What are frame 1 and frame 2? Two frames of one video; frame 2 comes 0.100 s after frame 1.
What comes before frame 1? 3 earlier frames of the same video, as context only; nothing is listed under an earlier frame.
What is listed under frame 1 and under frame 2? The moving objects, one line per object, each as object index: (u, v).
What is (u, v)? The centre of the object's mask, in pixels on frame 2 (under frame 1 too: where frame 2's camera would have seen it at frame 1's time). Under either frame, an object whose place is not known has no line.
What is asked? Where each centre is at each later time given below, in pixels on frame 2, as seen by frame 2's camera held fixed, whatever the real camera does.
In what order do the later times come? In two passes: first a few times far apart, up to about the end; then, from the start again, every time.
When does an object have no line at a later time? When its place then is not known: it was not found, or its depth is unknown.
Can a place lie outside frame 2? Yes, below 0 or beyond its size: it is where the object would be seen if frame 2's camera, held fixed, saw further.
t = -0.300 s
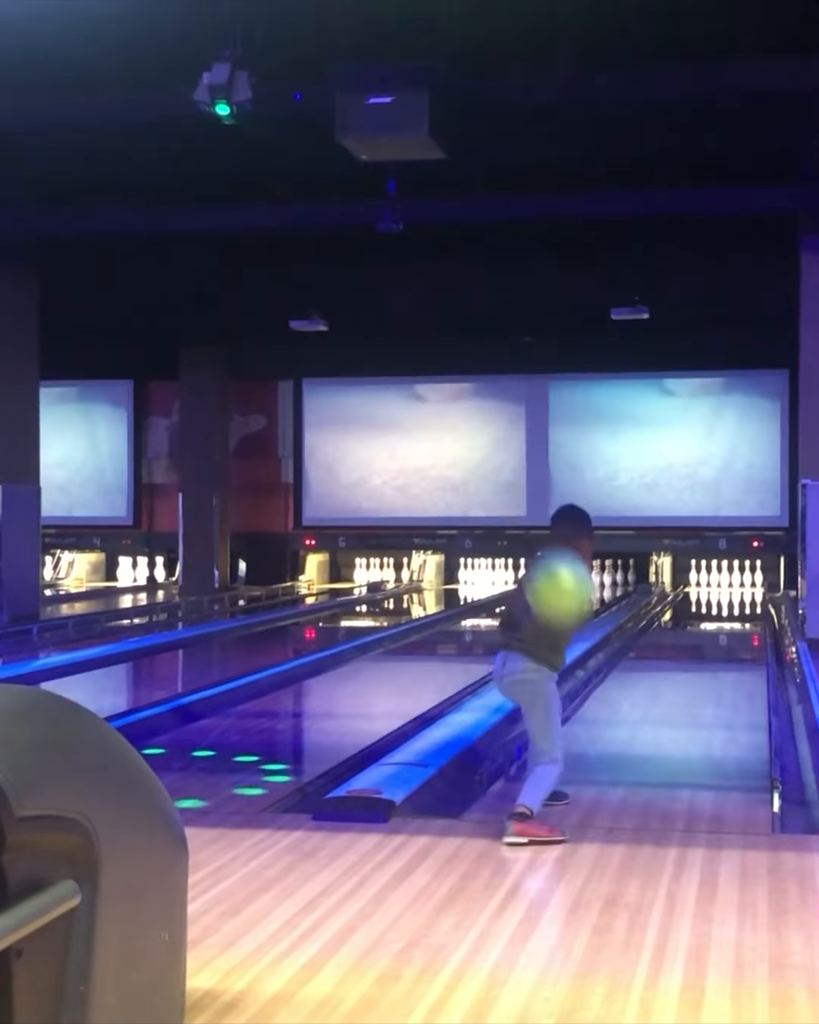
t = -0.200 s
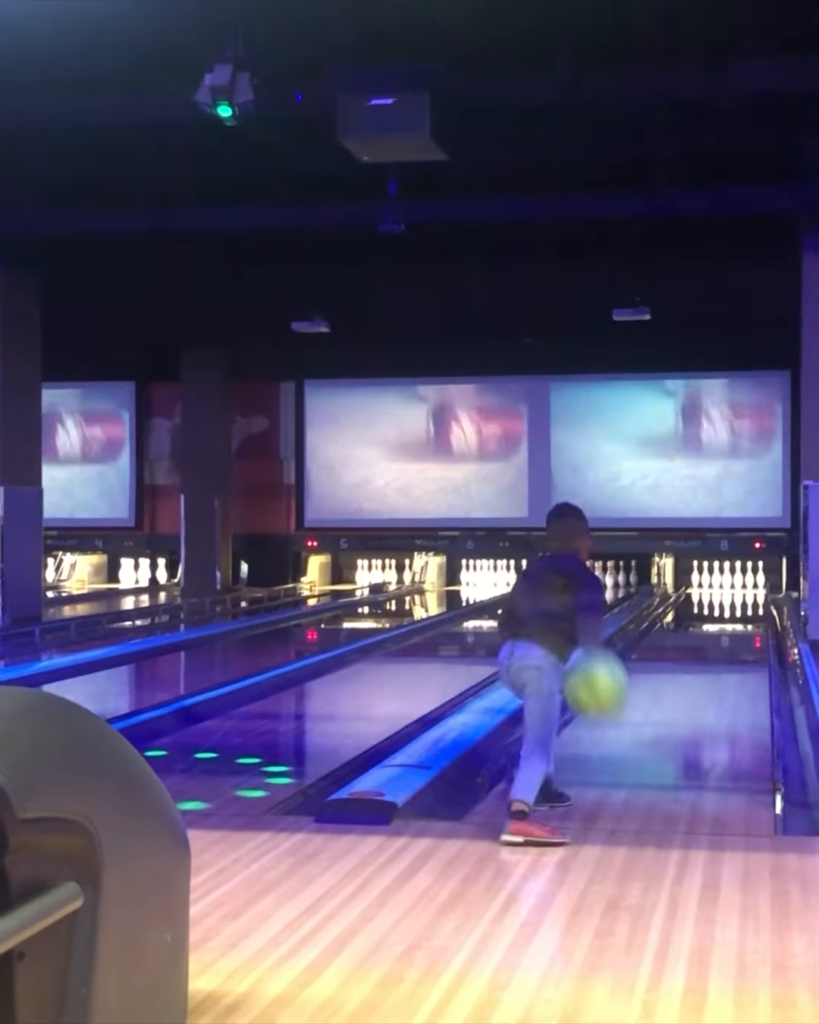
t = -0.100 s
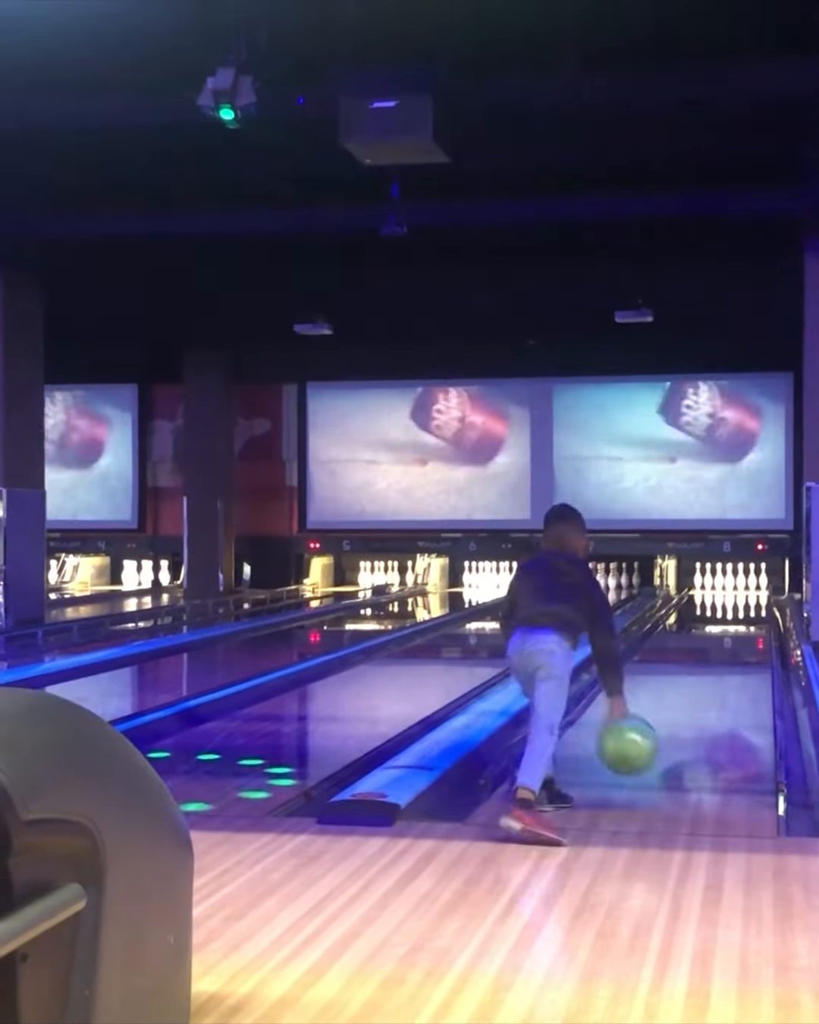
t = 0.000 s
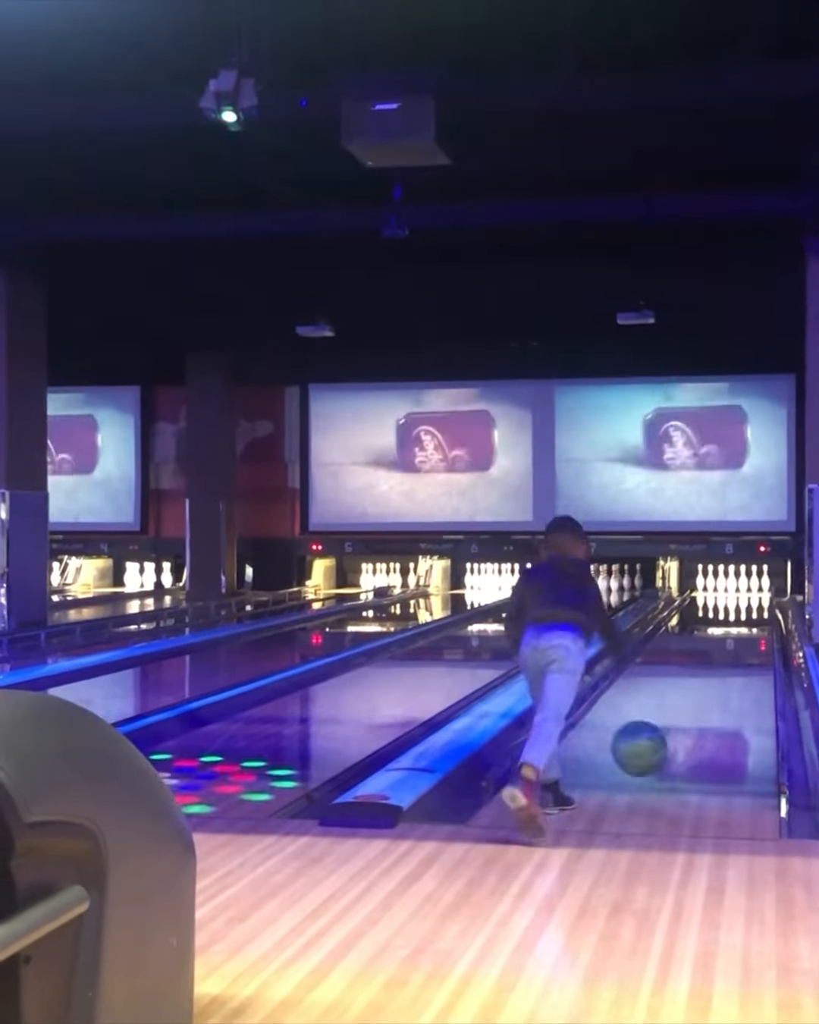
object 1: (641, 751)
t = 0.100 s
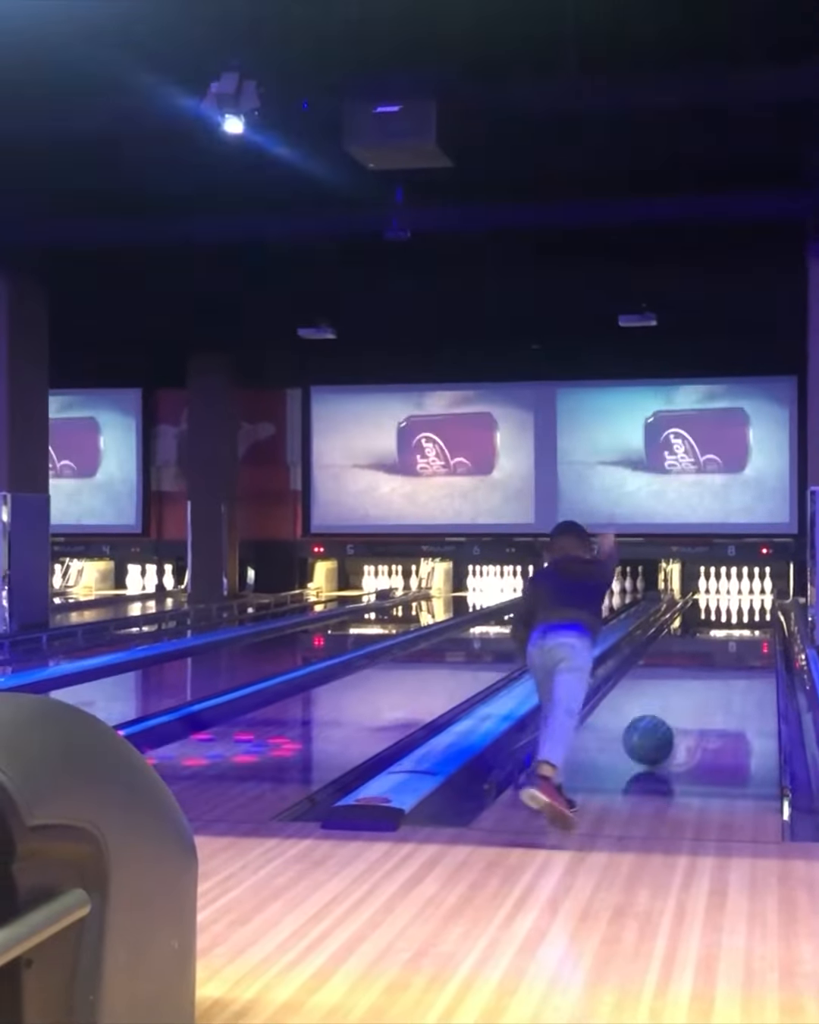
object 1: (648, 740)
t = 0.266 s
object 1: (657, 714)
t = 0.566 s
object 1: (668, 677)
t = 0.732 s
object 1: (676, 663)
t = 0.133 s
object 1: (650, 735)
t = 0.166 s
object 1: (652, 730)
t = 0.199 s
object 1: (654, 724)
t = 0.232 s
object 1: (656, 719)
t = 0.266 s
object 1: (657, 714)
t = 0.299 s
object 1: (659, 709)
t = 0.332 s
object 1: (660, 705)
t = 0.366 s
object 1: (661, 700)
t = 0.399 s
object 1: (663, 695)
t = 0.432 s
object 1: (664, 692)
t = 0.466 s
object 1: (665, 687)
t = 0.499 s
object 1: (666, 684)
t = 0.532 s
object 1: (667, 680)
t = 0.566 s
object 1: (668, 677)
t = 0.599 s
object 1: (669, 673)
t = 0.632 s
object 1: (670, 671)
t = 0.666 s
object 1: (672, 668)
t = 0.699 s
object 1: (674, 665)
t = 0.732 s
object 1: (676, 663)
